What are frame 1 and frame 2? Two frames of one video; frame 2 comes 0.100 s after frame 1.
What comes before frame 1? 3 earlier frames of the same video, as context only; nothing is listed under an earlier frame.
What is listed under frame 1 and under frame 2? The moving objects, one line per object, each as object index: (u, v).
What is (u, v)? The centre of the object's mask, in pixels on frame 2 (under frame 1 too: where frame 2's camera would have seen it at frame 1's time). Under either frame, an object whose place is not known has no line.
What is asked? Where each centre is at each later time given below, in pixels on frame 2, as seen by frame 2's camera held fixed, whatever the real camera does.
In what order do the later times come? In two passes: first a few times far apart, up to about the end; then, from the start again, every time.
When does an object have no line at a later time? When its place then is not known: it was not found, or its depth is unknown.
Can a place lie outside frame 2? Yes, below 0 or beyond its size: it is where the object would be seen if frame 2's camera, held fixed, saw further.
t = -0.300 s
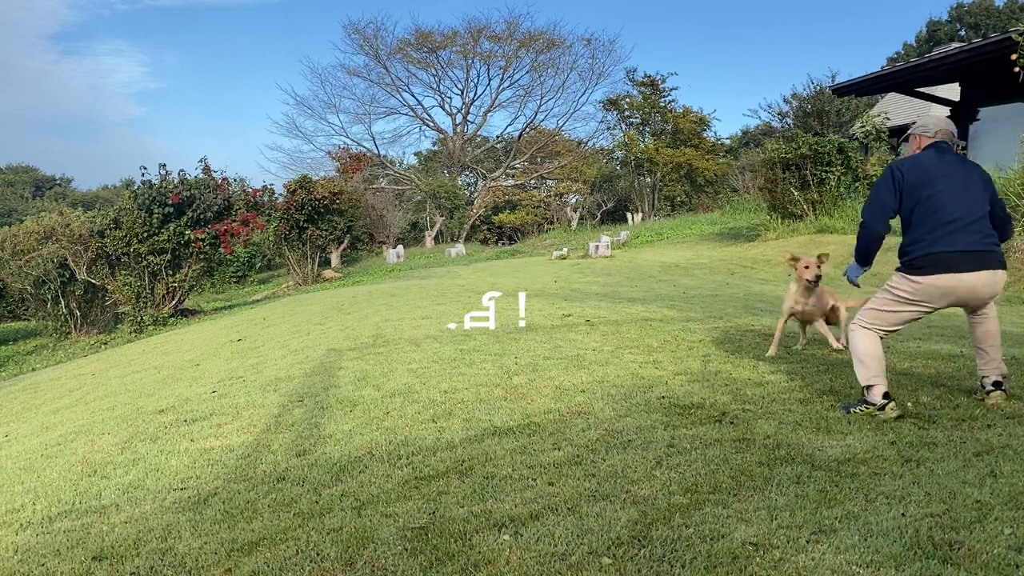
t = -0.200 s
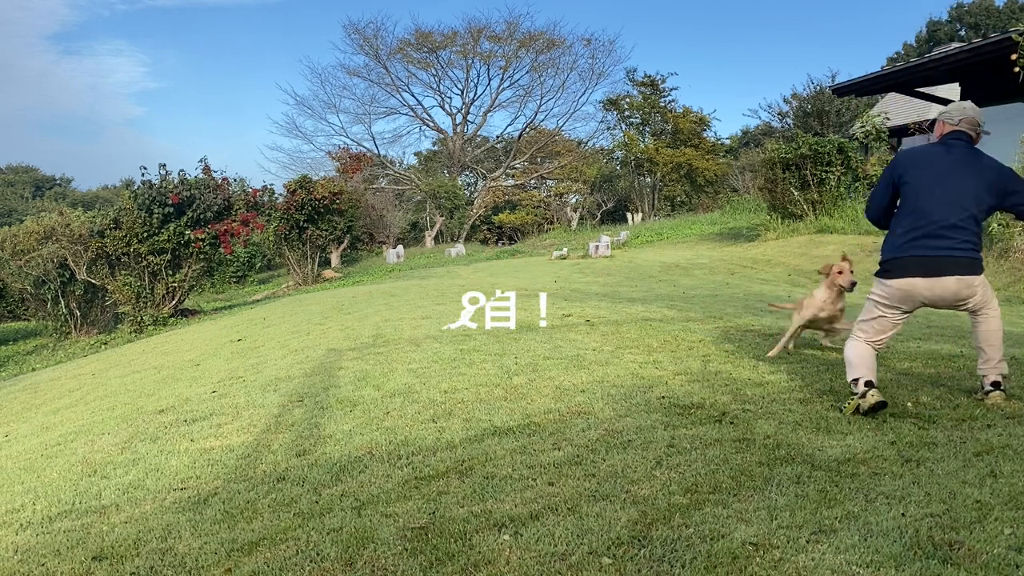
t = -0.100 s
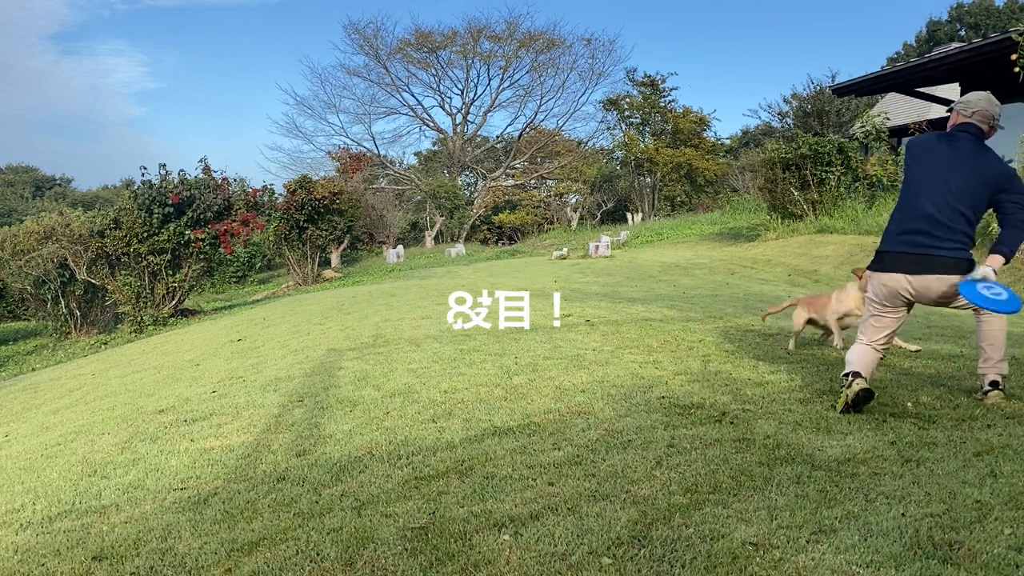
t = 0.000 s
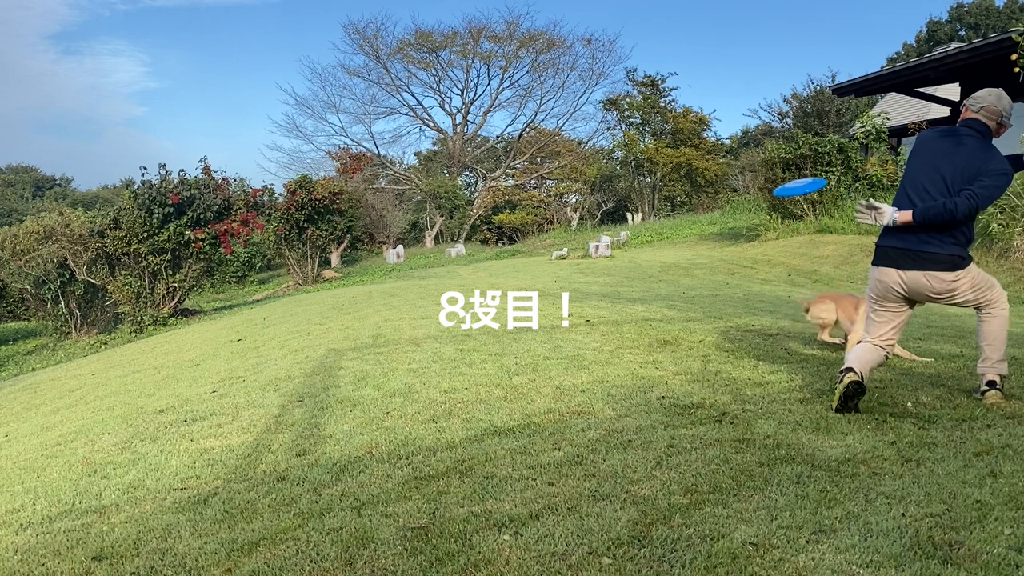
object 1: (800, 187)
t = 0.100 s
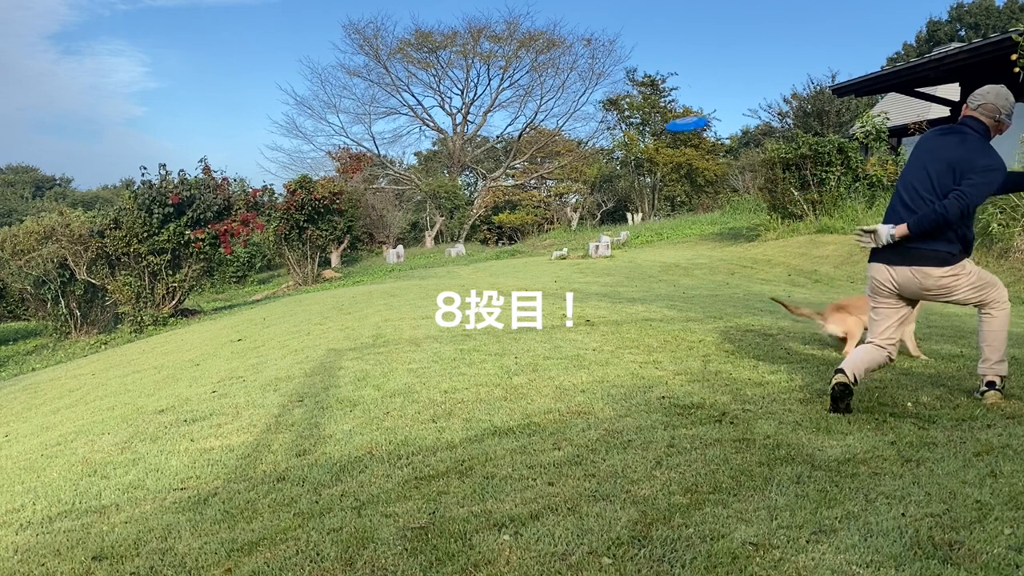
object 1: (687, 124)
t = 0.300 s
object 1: (544, 81)
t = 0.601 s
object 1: (433, 95)
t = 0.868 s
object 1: (388, 125)
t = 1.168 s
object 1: (368, 162)
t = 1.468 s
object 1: (362, 198)
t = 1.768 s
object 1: (354, 234)
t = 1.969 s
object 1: (344, 261)
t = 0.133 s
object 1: (656, 111)
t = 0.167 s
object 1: (628, 101)
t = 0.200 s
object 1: (605, 94)
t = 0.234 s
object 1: (583, 87)
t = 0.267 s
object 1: (562, 83)
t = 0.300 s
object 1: (544, 81)
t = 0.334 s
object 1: (527, 78)
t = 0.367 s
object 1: (511, 79)
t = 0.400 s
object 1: (497, 80)
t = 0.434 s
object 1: (484, 80)
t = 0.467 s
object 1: (472, 83)
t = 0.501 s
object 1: (460, 86)
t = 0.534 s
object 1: (449, 89)
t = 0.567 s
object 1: (442, 91)
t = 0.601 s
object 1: (433, 95)
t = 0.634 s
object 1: (425, 99)
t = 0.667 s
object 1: (419, 102)
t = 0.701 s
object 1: (413, 106)
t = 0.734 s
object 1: (405, 110)
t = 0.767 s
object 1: (401, 113)
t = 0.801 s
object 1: (399, 117)
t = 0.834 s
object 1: (393, 121)
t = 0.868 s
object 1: (388, 125)
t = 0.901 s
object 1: (385, 129)
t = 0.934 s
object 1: (382, 133)
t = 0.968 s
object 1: (379, 137)
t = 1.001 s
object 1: (377, 141)
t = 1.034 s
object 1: (375, 145)
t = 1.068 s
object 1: (373, 150)
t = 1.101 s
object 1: (371, 154)
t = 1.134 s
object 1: (370, 158)
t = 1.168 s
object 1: (368, 162)
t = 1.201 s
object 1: (367, 166)
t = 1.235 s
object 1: (367, 171)
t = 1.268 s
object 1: (366, 175)
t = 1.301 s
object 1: (364, 179)
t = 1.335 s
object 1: (365, 183)
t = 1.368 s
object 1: (363, 187)
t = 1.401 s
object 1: (363, 191)
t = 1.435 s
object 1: (362, 195)
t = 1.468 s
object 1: (362, 198)
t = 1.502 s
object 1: (361, 202)
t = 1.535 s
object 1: (361, 206)
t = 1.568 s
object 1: (360, 210)
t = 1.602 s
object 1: (359, 214)
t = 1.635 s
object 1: (358, 218)
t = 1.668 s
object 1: (358, 222)
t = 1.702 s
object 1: (357, 226)
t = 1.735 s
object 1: (356, 230)
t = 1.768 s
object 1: (354, 234)
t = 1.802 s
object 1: (353, 239)
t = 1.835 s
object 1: (352, 243)
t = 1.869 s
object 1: (350, 247)
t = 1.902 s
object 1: (349, 252)
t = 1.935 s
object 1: (346, 256)
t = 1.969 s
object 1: (344, 261)
